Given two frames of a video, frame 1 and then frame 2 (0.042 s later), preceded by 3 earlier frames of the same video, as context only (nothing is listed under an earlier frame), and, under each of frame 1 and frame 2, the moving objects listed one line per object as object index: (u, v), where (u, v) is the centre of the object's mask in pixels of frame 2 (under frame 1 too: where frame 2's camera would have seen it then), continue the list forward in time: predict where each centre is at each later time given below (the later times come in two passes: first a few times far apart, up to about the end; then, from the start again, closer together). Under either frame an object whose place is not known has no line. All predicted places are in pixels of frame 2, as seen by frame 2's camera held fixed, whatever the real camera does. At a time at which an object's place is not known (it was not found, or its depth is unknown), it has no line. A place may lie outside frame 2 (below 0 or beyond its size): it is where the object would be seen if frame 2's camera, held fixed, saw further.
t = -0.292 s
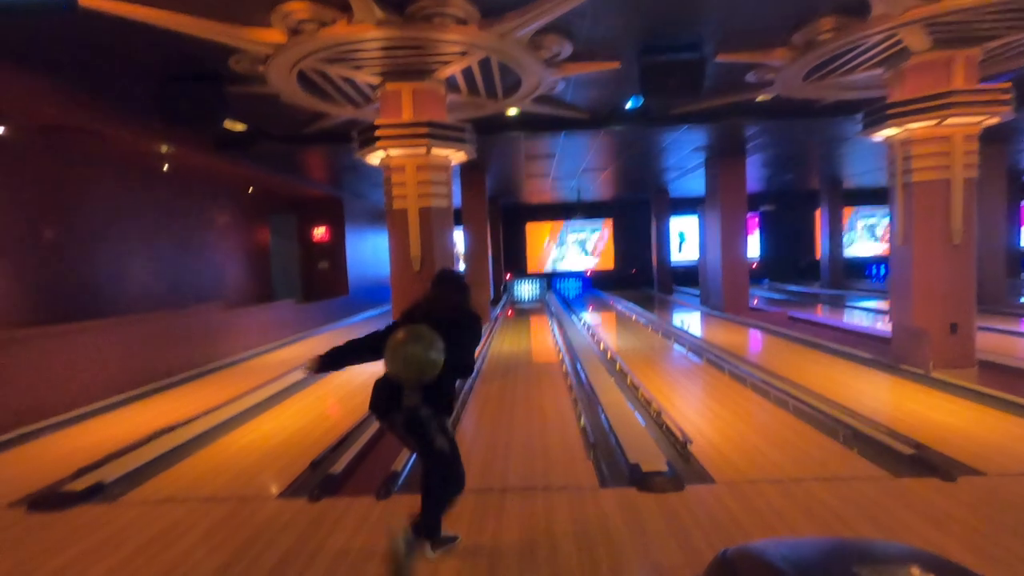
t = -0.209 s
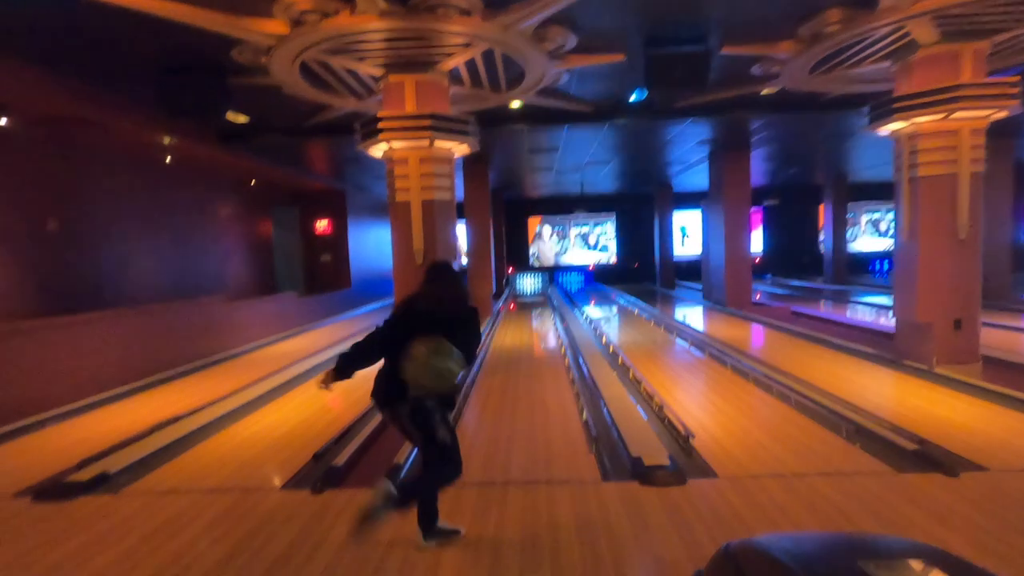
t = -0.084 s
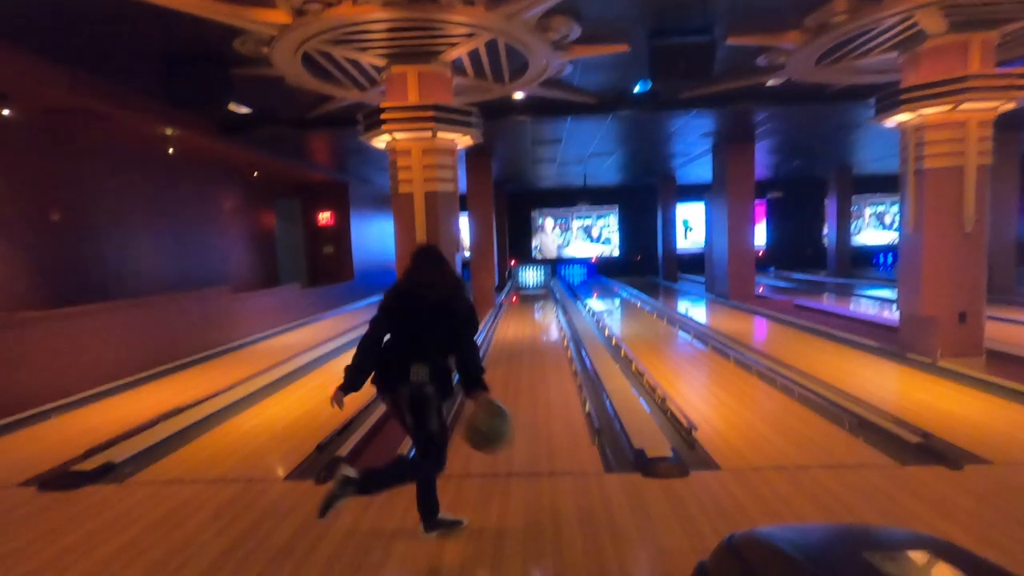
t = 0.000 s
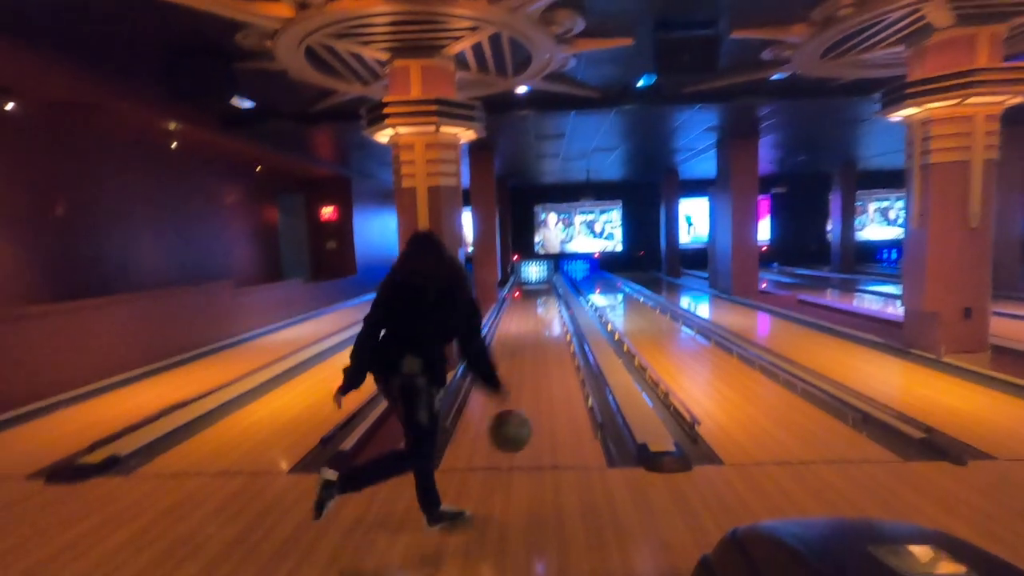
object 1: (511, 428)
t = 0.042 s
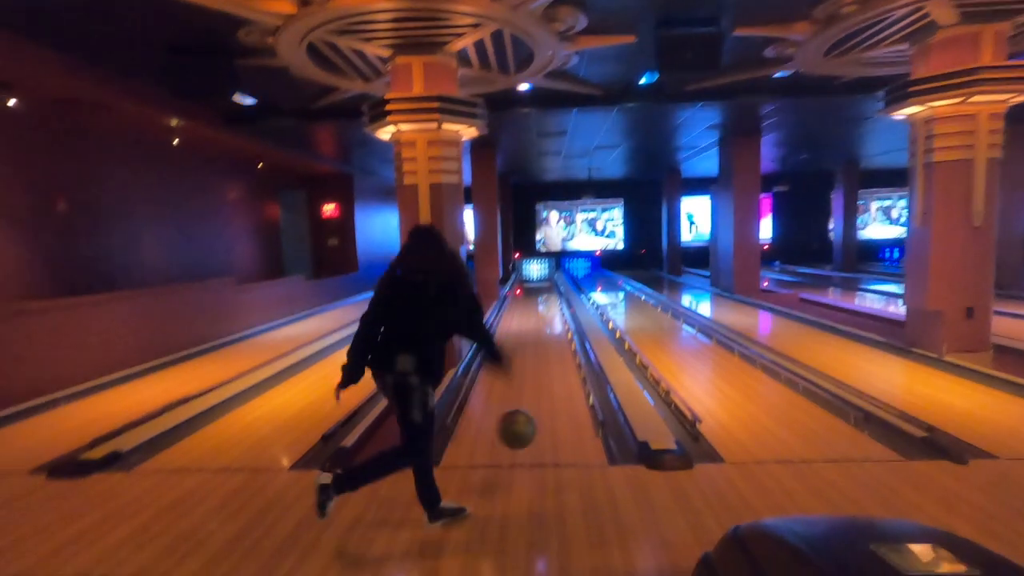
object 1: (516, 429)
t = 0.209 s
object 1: (530, 409)
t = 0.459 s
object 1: (542, 369)
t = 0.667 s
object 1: (548, 348)
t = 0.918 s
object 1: (552, 329)
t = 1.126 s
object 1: (555, 318)
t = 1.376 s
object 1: (555, 309)
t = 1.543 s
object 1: (553, 304)
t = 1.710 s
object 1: (551, 299)
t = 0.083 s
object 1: (521, 433)
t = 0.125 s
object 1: (526, 438)
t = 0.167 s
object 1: (528, 425)
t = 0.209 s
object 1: (530, 409)
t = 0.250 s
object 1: (533, 398)
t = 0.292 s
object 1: (535, 389)
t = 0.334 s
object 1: (537, 386)
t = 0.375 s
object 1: (539, 384)
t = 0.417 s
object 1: (541, 376)
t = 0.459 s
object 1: (542, 369)
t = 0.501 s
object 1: (543, 365)
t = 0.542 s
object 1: (545, 360)
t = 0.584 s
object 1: (545, 356)
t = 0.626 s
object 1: (547, 352)
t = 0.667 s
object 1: (548, 348)
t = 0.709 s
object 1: (549, 344)
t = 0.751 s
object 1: (549, 341)
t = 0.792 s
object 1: (550, 337)
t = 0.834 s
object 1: (551, 334)
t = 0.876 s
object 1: (552, 332)
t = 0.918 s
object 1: (552, 329)
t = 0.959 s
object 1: (553, 326)
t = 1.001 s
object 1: (553, 324)
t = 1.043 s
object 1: (554, 322)
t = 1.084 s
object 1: (554, 320)
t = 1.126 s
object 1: (555, 318)
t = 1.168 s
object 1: (555, 316)
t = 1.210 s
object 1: (555, 315)
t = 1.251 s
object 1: (556, 313)
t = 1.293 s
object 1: (556, 311)
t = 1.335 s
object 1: (556, 310)
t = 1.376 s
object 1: (555, 309)
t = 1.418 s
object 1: (555, 308)
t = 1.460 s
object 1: (555, 307)
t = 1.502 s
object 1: (554, 306)
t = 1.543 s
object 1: (553, 304)
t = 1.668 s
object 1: (551, 300)
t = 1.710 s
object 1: (551, 299)
